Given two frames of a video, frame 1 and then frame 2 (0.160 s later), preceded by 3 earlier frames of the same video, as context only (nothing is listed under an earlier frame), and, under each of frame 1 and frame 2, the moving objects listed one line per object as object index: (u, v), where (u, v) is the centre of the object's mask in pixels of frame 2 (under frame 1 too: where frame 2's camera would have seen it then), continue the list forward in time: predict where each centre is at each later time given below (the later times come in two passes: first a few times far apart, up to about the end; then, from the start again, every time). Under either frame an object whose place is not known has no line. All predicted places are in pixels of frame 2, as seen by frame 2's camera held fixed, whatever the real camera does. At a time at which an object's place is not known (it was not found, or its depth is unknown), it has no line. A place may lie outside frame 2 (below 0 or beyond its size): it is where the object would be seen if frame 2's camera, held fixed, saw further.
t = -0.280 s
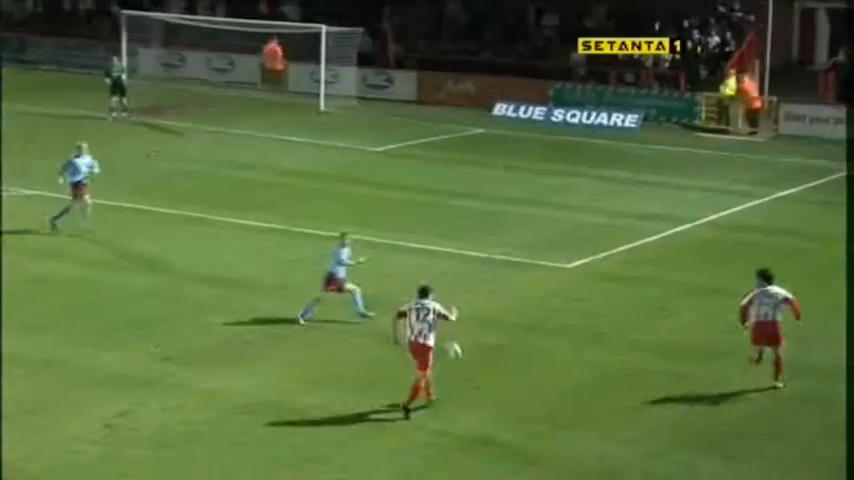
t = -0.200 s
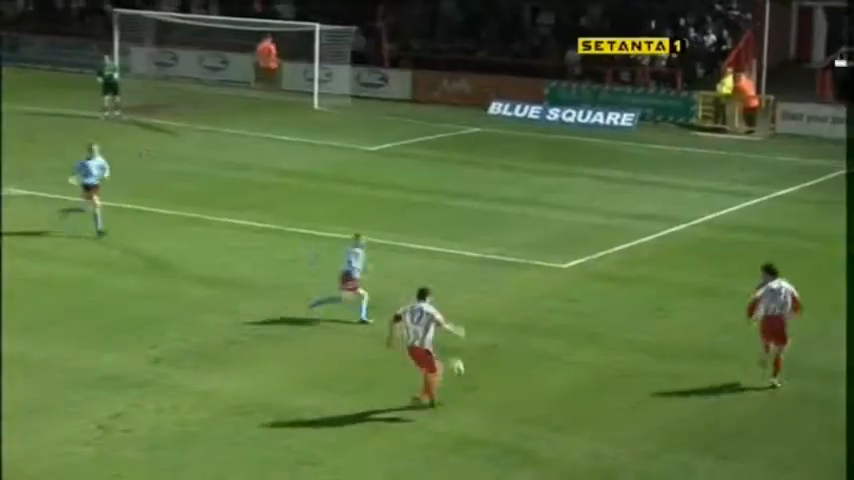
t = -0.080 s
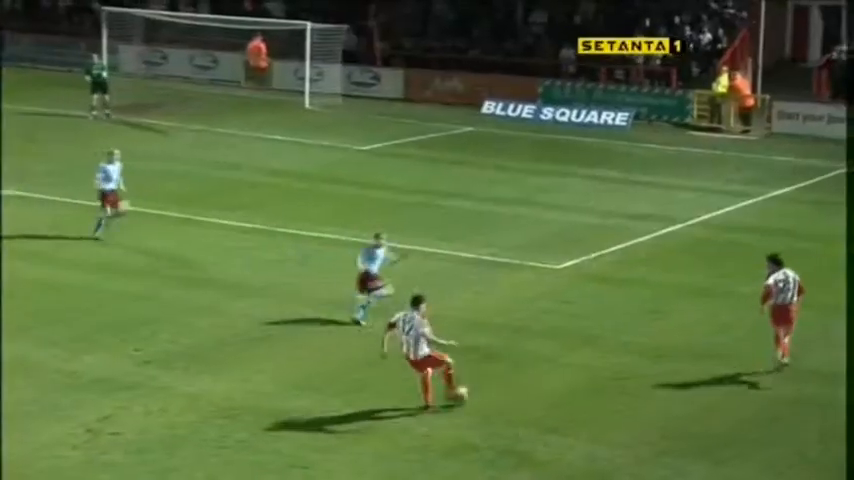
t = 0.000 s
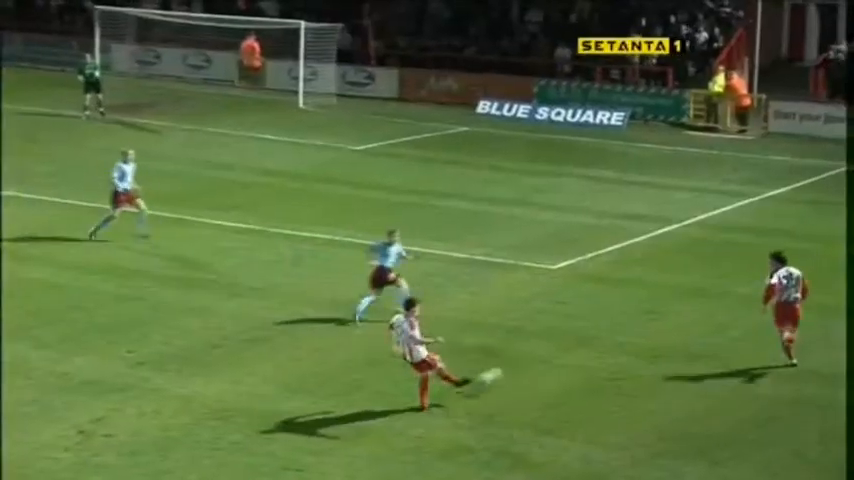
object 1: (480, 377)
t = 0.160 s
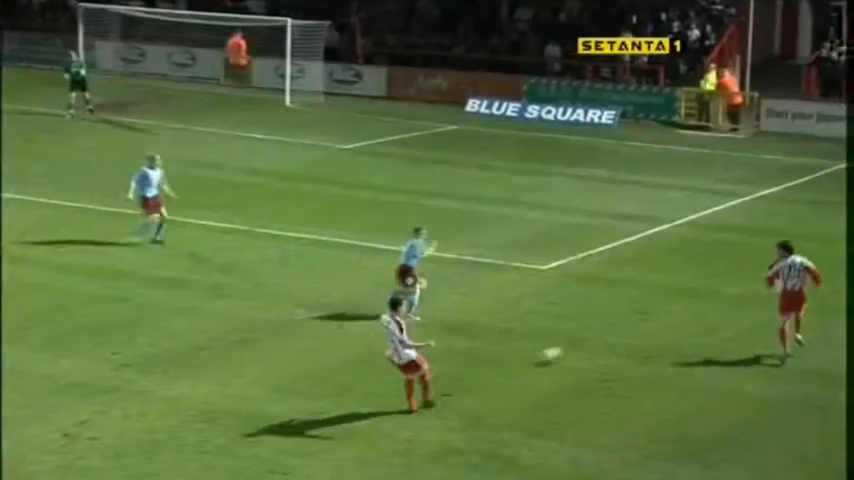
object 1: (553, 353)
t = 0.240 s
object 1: (582, 338)
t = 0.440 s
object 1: (645, 315)
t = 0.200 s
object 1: (568, 345)
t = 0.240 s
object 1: (582, 338)
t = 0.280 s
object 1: (595, 332)
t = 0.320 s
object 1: (610, 326)
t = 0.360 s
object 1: (620, 323)
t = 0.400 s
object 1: (634, 320)
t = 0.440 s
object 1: (645, 315)
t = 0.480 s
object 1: (655, 309)
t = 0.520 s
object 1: (664, 305)
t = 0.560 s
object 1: (674, 300)
